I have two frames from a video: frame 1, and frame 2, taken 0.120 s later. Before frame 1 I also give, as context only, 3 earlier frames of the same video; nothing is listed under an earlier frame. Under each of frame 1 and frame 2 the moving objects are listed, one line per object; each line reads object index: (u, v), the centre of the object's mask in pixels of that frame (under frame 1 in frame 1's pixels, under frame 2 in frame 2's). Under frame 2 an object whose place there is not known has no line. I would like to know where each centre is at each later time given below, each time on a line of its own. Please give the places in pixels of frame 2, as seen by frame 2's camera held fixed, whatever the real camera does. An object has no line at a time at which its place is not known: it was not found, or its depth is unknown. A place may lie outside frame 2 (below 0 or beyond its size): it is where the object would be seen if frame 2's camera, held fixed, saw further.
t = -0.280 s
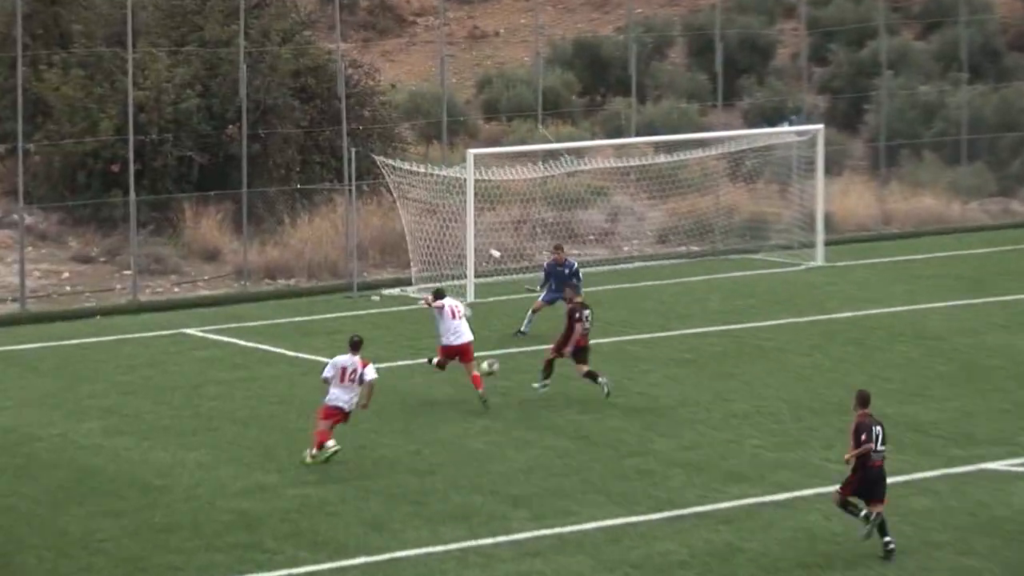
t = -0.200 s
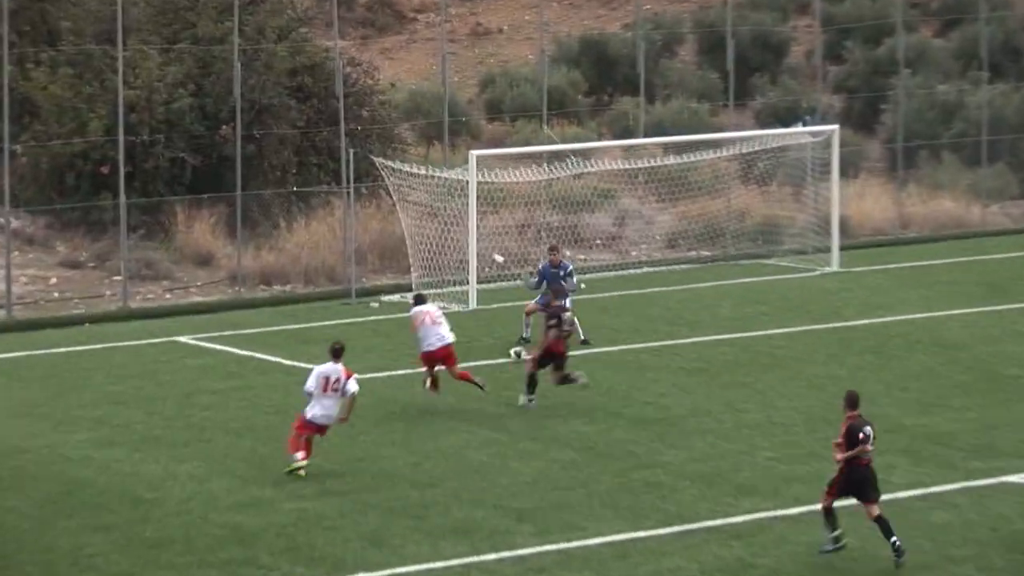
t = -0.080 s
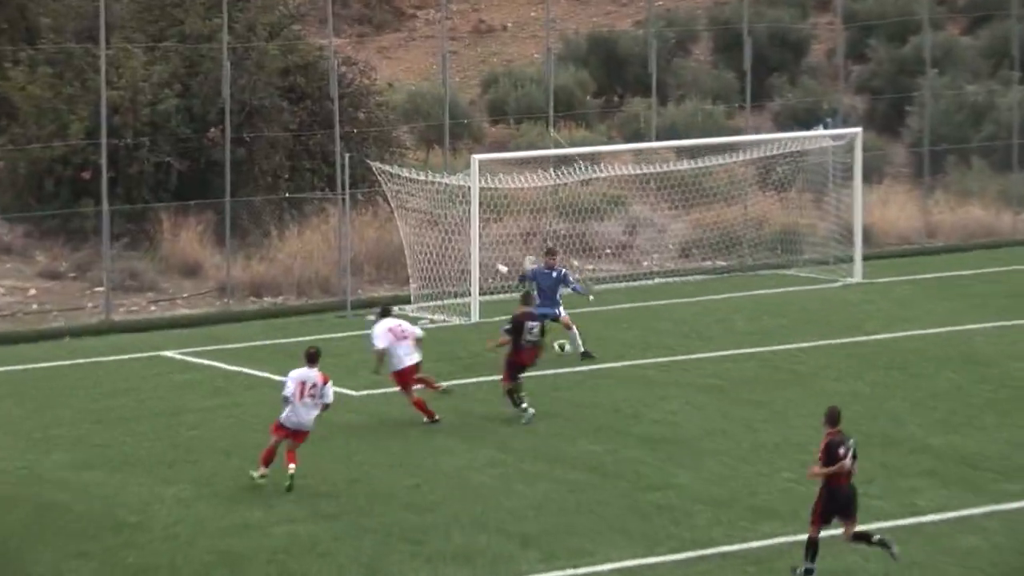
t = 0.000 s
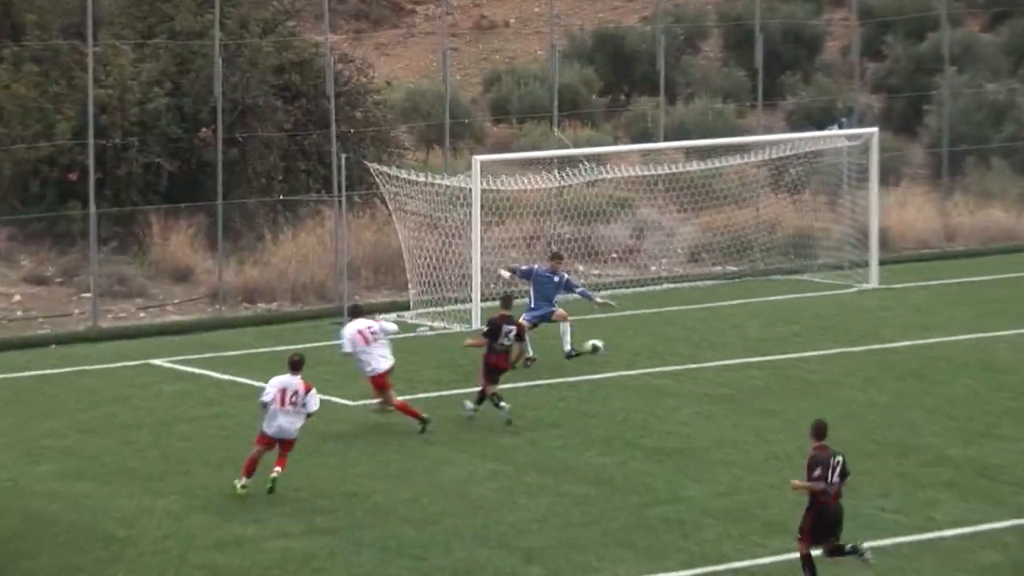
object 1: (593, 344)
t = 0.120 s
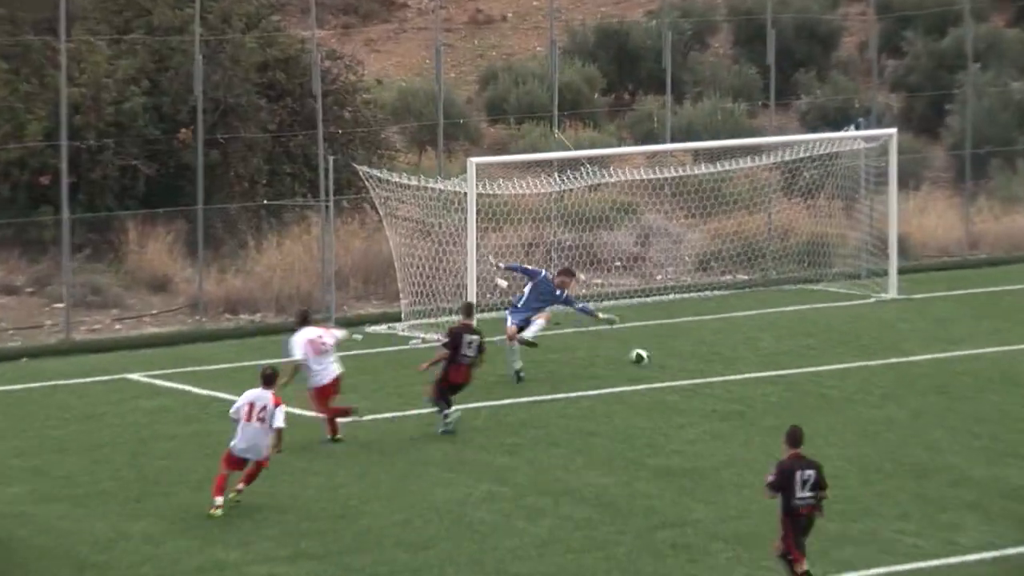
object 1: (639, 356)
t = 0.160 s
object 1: (653, 357)
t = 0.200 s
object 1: (667, 359)
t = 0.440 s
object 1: (713, 314)
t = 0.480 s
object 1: (721, 311)
